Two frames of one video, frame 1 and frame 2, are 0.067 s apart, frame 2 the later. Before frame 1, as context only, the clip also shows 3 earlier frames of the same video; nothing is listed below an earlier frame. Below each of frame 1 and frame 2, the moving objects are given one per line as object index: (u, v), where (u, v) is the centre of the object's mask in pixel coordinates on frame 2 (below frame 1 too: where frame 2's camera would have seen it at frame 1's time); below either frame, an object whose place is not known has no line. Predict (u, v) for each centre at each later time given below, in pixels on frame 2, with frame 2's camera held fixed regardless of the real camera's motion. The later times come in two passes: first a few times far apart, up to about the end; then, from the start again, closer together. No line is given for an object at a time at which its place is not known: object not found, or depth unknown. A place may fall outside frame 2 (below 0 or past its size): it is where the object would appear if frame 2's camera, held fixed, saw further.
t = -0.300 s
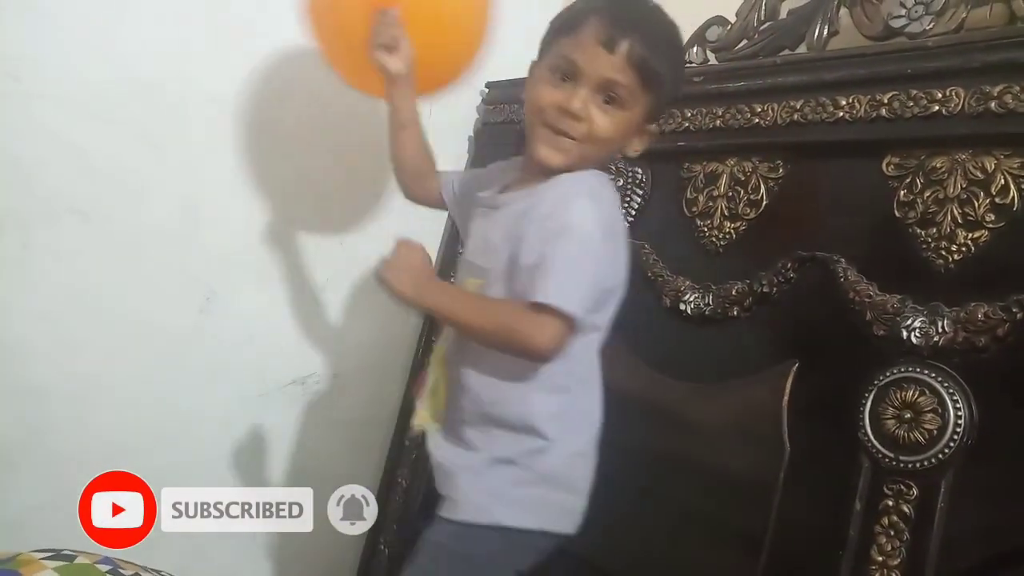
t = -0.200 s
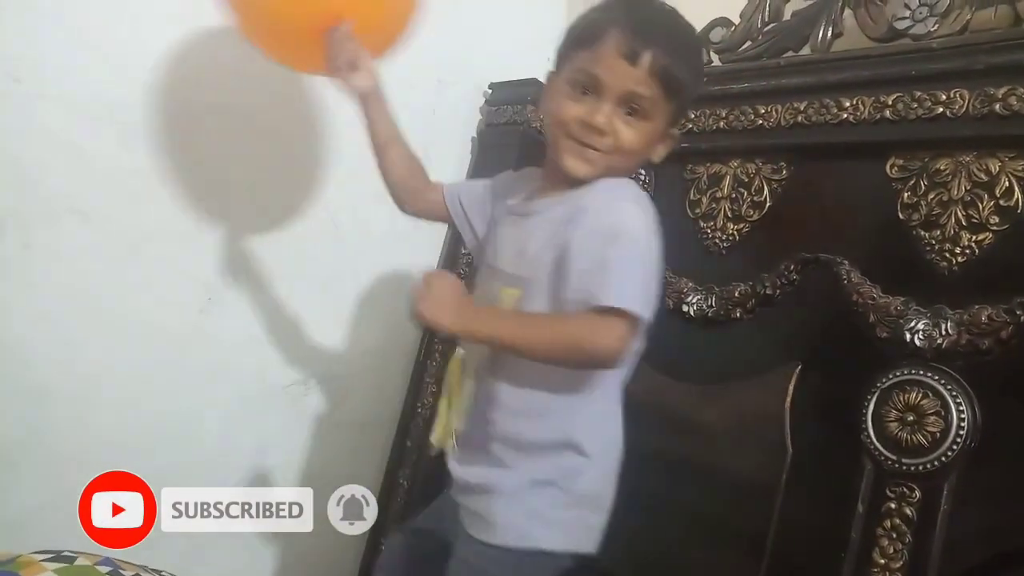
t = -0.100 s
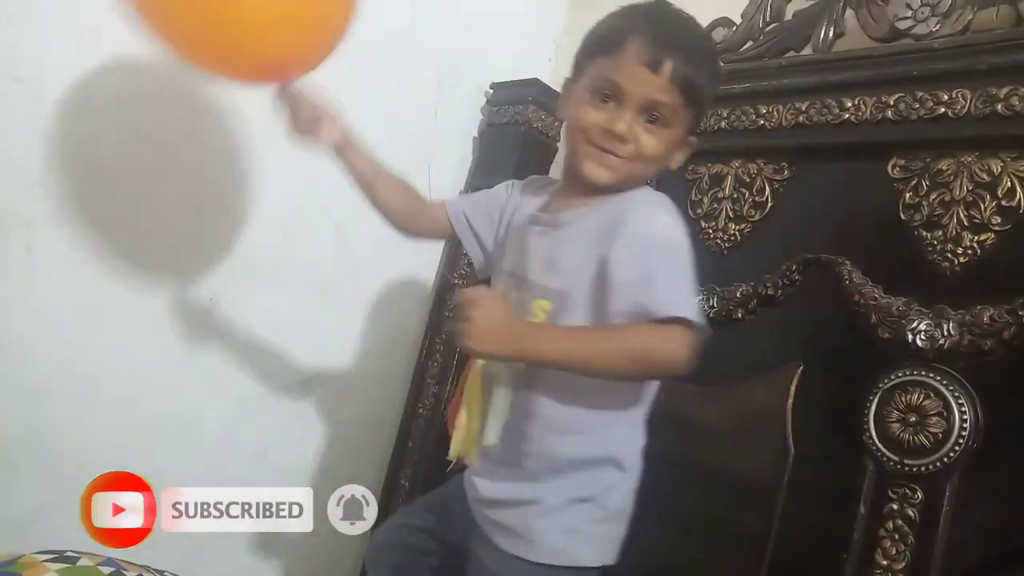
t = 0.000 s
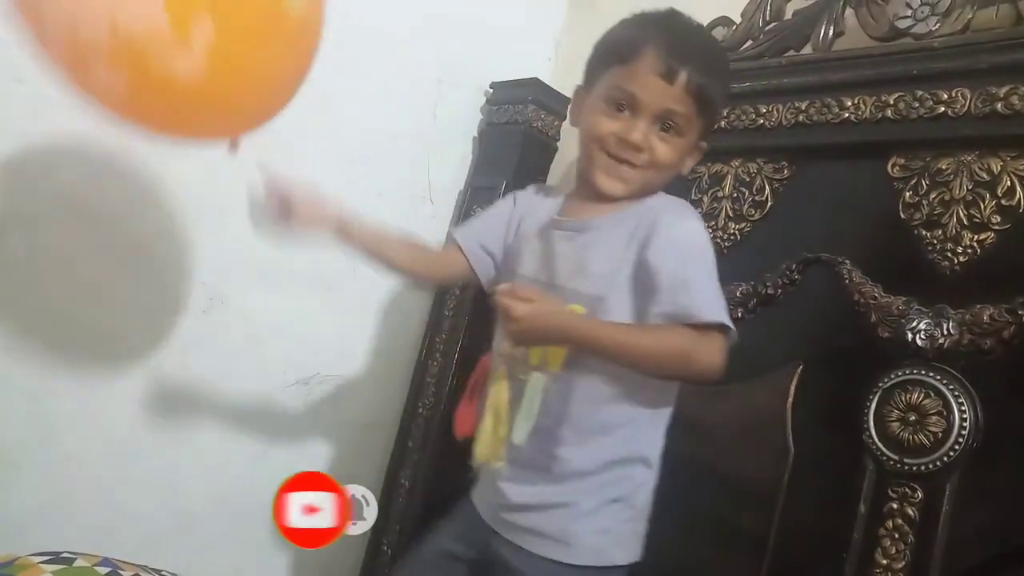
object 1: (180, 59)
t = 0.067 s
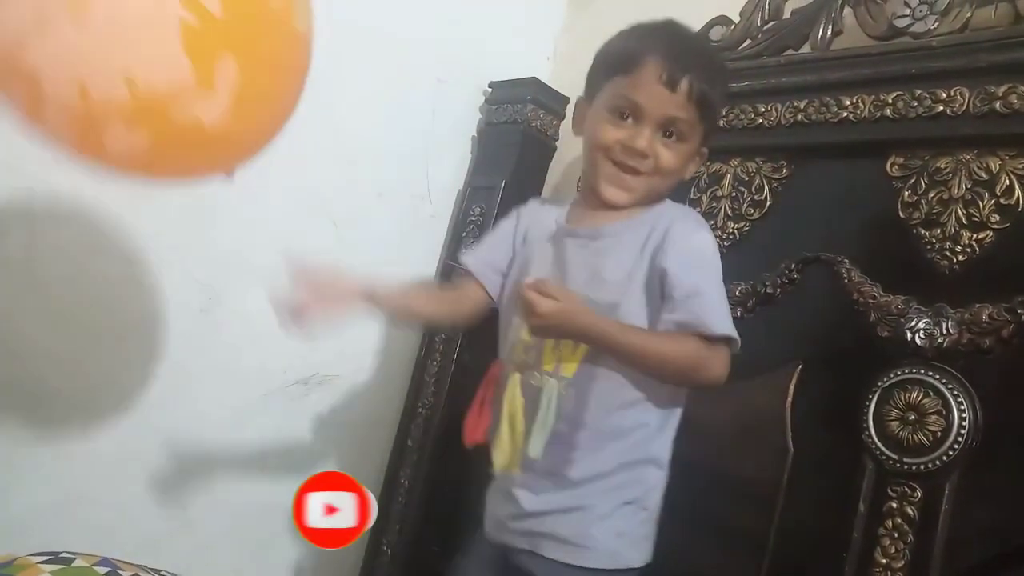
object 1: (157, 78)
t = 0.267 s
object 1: (148, 147)
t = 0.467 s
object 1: (161, 213)
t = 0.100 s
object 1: (152, 89)
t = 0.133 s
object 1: (149, 100)
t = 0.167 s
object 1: (149, 111)
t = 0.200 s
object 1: (147, 124)
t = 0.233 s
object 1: (147, 135)
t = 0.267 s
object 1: (148, 147)
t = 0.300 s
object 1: (151, 159)
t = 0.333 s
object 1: (153, 171)
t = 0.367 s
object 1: (156, 184)
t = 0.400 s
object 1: (159, 199)
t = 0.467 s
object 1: (161, 213)
